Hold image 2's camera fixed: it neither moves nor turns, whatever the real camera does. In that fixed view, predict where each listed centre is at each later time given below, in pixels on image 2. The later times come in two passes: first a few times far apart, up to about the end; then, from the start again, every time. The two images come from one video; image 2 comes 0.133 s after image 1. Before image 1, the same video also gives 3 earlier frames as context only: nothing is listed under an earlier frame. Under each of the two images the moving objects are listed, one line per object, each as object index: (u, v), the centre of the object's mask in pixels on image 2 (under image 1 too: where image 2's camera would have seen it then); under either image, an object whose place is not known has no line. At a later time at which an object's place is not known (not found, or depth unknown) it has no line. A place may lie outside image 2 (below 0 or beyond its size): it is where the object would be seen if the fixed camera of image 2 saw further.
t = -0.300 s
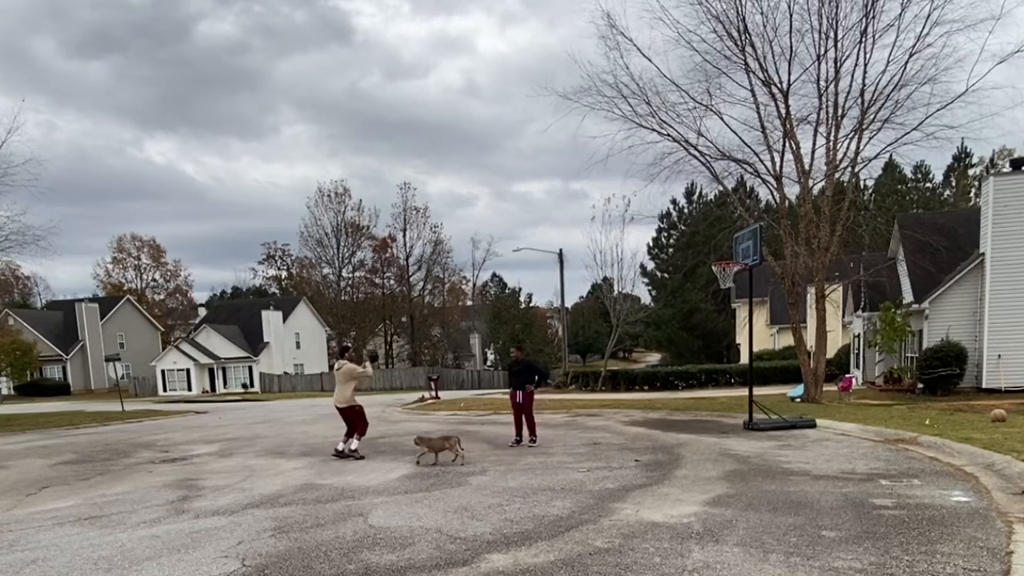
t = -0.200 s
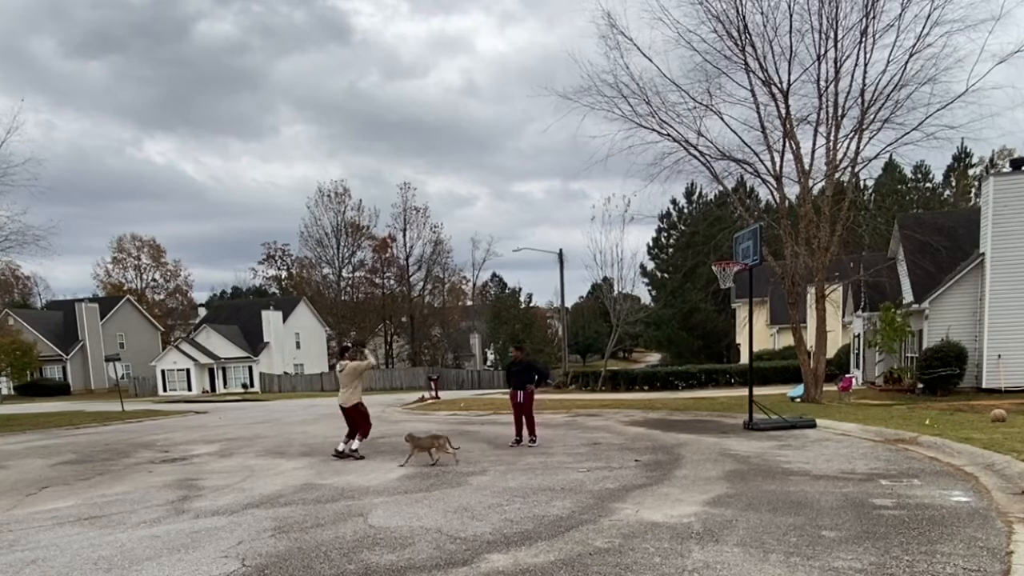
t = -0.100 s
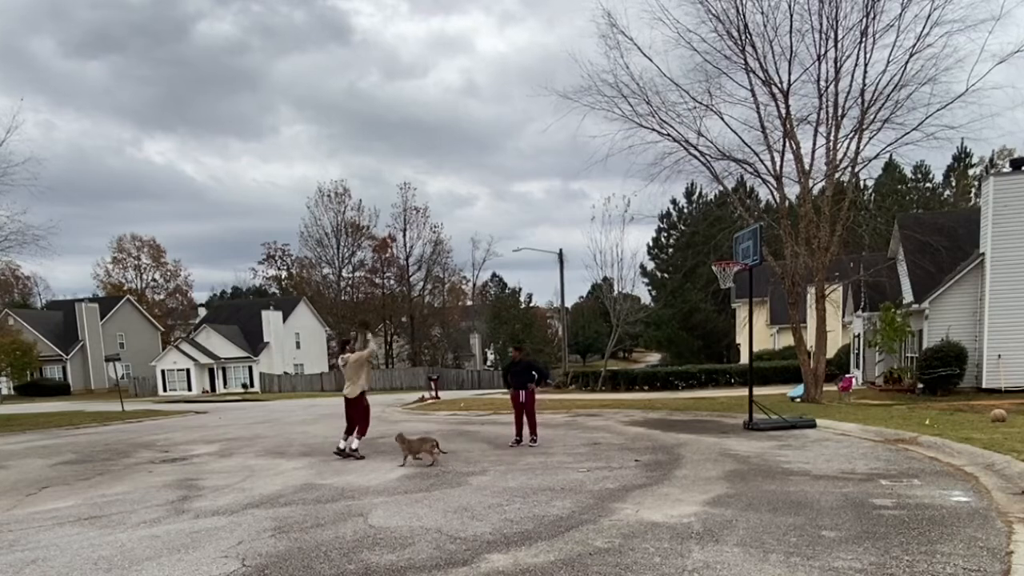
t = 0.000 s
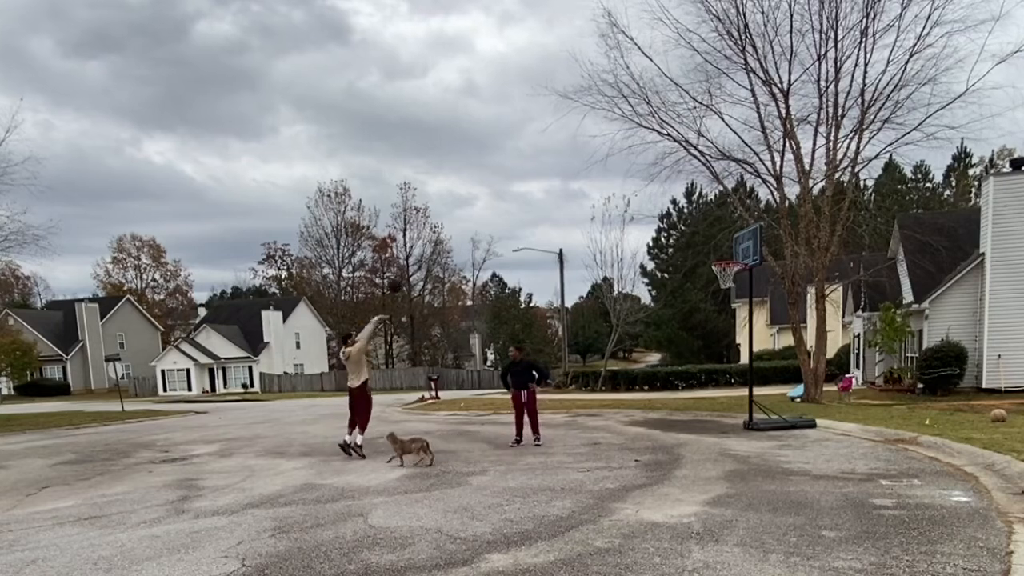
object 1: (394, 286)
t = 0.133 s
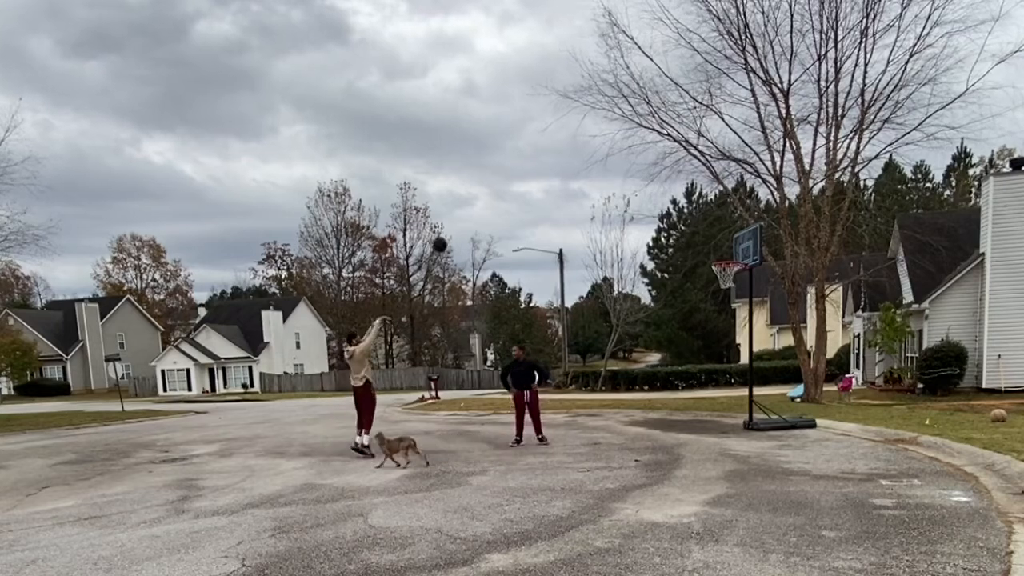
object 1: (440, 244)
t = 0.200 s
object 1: (462, 228)
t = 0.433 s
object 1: (540, 195)
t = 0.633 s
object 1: (605, 194)
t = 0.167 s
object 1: (451, 236)
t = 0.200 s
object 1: (462, 228)
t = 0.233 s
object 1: (473, 222)
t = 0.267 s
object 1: (484, 215)
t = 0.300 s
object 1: (496, 210)
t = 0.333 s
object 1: (507, 205)
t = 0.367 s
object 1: (518, 201)
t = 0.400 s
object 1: (529, 198)
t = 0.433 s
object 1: (540, 195)
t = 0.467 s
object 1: (551, 193)
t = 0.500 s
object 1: (562, 192)
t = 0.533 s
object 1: (573, 192)
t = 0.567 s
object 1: (584, 192)
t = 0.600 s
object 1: (595, 192)
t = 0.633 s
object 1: (605, 194)
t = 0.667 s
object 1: (616, 196)
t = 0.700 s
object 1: (626, 199)
